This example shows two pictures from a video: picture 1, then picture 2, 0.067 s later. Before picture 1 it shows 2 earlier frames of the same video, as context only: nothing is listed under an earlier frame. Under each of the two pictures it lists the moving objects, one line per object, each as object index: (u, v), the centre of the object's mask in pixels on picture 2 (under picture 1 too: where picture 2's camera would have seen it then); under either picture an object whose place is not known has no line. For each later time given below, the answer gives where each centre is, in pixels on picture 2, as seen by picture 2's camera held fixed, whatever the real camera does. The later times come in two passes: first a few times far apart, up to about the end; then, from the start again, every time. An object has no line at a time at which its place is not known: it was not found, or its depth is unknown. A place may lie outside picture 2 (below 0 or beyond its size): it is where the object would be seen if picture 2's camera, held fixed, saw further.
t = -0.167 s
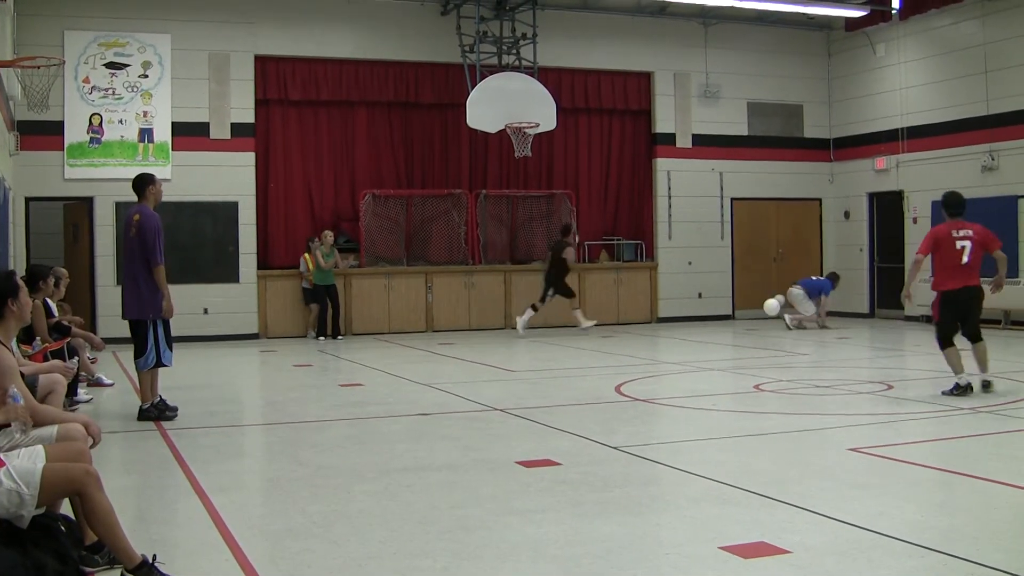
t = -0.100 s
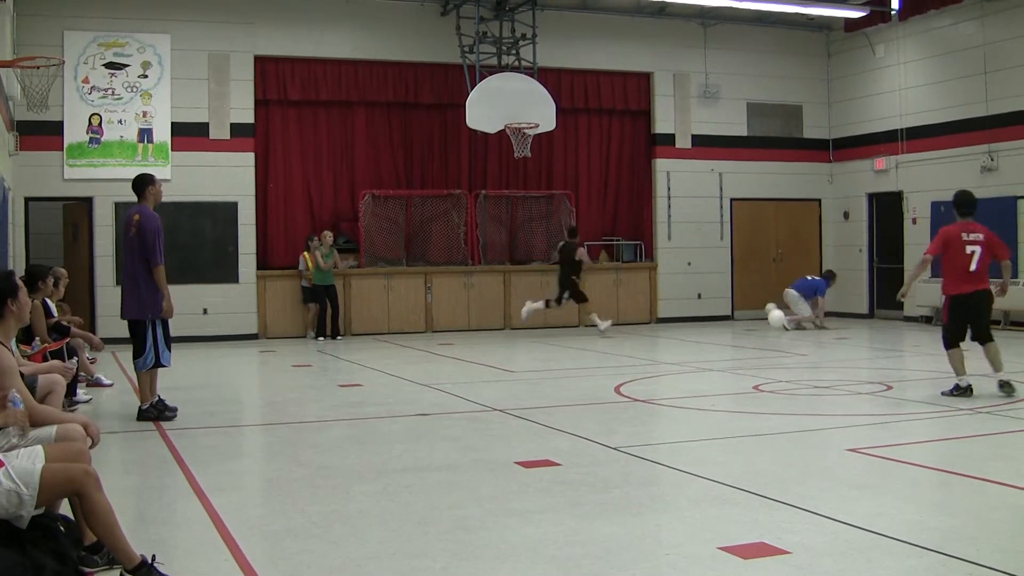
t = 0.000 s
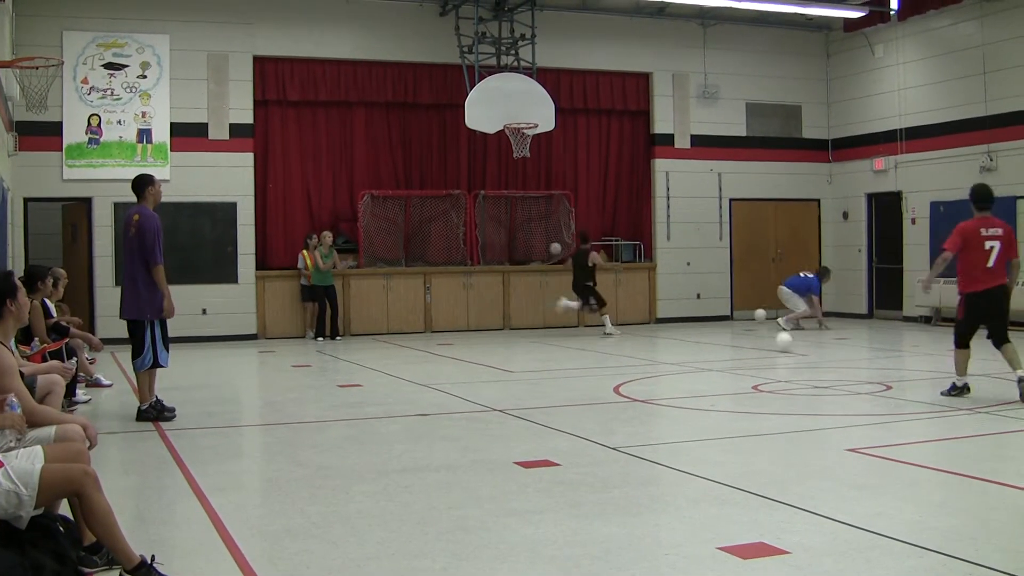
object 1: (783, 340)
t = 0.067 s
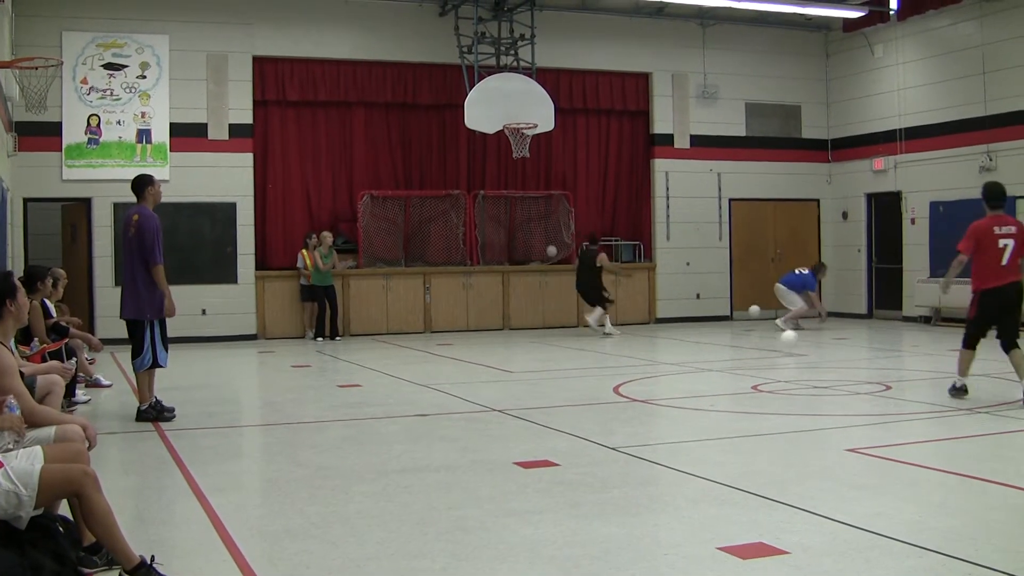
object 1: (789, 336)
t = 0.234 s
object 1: (805, 329)
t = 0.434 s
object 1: (825, 349)
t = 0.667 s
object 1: (854, 350)
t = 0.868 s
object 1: (881, 372)
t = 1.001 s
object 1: (901, 373)
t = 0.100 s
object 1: (792, 334)
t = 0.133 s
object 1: (795, 332)
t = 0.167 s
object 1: (798, 330)
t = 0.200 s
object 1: (801, 330)
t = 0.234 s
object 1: (805, 329)
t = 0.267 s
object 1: (808, 330)
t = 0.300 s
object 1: (811, 332)
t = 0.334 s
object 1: (815, 334)
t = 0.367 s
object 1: (818, 338)
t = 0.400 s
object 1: (822, 343)
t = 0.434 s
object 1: (825, 349)
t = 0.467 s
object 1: (830, 359)
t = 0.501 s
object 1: (833, 358)
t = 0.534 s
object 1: (836, 354)
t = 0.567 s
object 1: (841, 348)
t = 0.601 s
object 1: (845, 347)
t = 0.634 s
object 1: (849, 348)
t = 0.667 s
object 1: (854, 350)
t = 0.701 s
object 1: (858, 354)
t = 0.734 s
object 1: (862, 358)
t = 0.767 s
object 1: (867, 363)
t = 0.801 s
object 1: (872, 371)
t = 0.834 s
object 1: (876, 375)
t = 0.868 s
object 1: (881, 372)
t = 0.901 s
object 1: (886, 371)
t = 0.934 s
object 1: (889, 369)
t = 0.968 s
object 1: (895, 371)
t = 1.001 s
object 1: (901, 373)
